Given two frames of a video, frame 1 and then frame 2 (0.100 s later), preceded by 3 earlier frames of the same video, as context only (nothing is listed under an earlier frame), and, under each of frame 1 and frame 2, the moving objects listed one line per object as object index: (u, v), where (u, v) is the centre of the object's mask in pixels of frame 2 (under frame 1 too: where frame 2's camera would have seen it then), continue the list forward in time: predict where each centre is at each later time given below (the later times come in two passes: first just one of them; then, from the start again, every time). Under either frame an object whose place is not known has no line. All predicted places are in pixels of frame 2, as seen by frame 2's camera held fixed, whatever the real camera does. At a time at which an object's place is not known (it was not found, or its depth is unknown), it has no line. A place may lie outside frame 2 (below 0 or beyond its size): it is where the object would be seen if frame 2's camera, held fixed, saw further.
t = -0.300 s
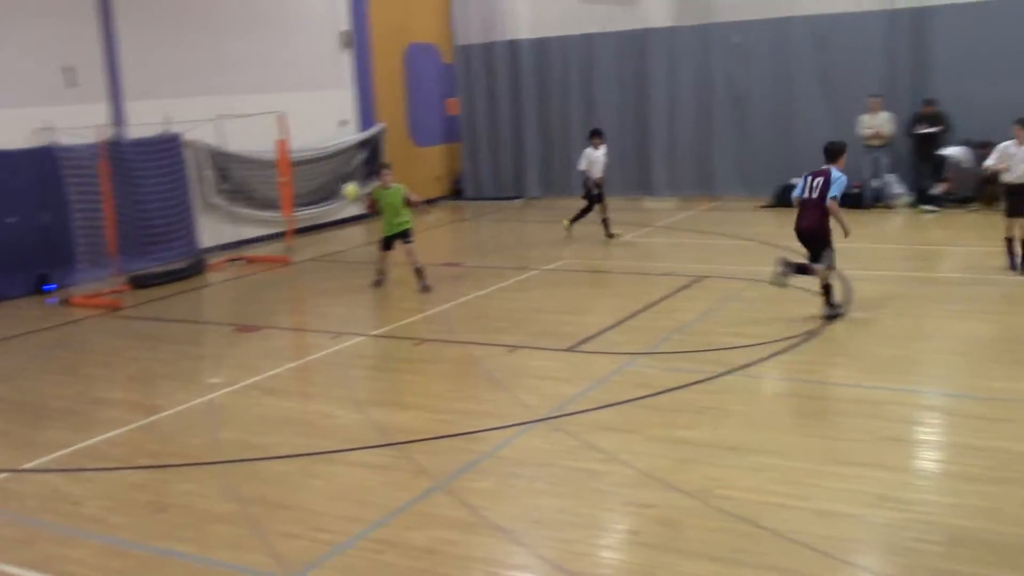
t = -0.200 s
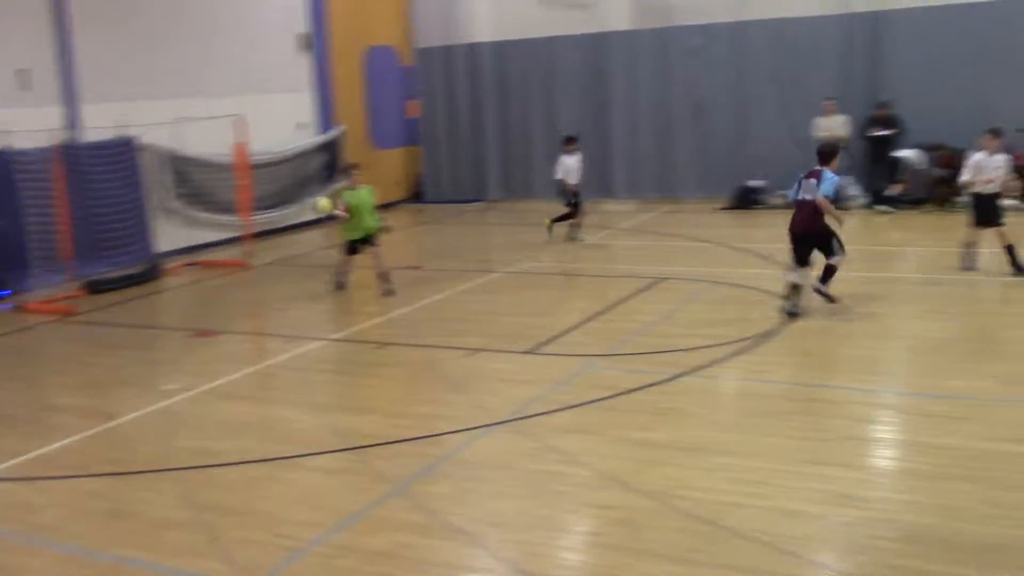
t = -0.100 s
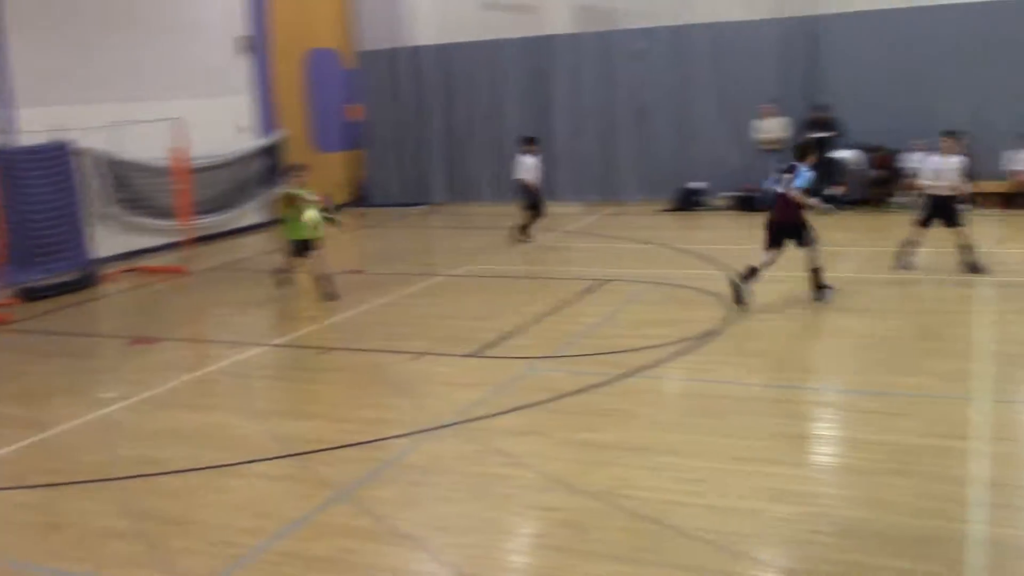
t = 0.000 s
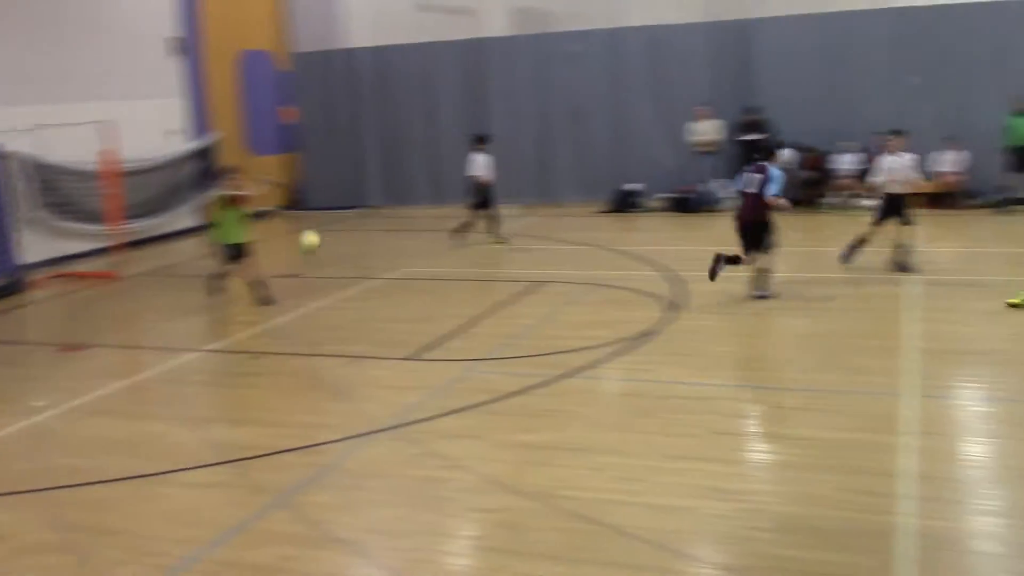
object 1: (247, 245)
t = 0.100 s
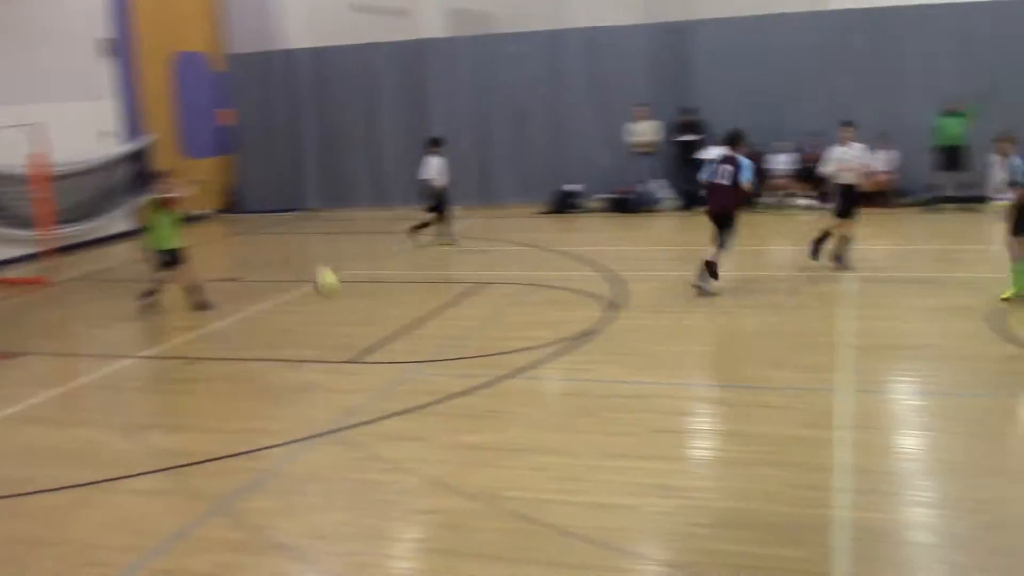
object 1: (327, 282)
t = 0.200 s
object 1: (419, 339)
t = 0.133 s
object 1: (354, 298)
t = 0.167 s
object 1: (385, 319)
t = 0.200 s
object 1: (419, 339)
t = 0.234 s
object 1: (452, 364)
